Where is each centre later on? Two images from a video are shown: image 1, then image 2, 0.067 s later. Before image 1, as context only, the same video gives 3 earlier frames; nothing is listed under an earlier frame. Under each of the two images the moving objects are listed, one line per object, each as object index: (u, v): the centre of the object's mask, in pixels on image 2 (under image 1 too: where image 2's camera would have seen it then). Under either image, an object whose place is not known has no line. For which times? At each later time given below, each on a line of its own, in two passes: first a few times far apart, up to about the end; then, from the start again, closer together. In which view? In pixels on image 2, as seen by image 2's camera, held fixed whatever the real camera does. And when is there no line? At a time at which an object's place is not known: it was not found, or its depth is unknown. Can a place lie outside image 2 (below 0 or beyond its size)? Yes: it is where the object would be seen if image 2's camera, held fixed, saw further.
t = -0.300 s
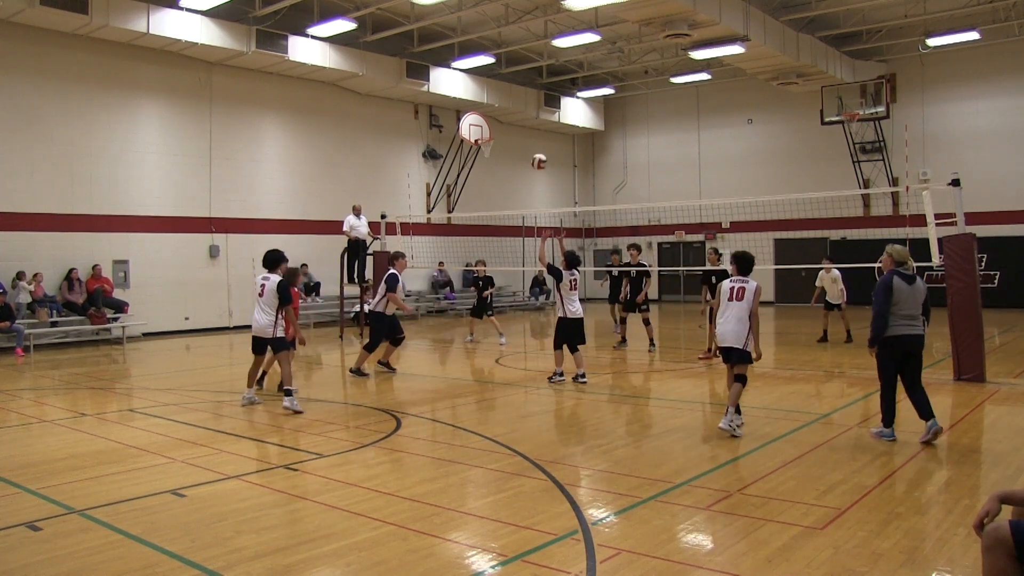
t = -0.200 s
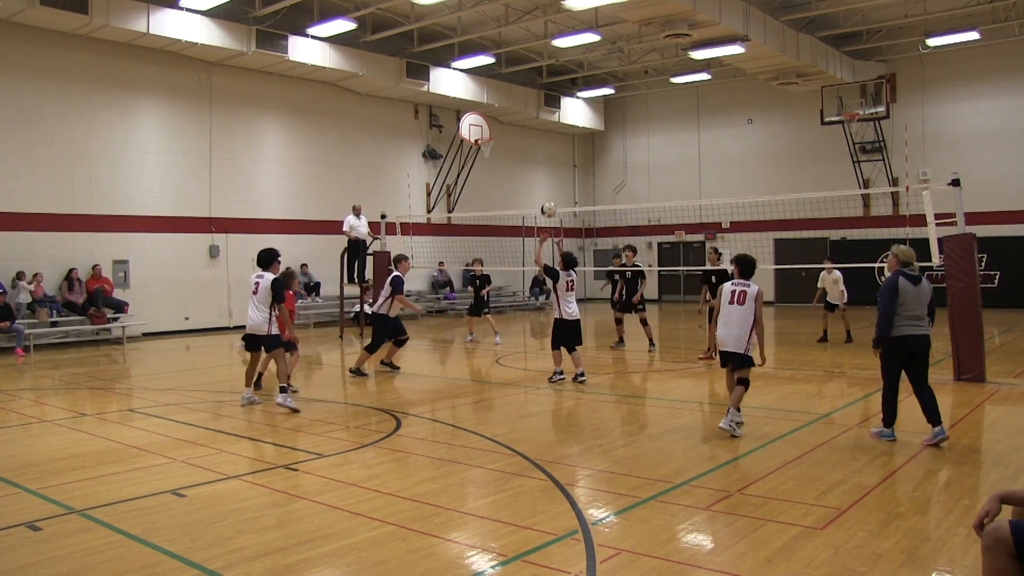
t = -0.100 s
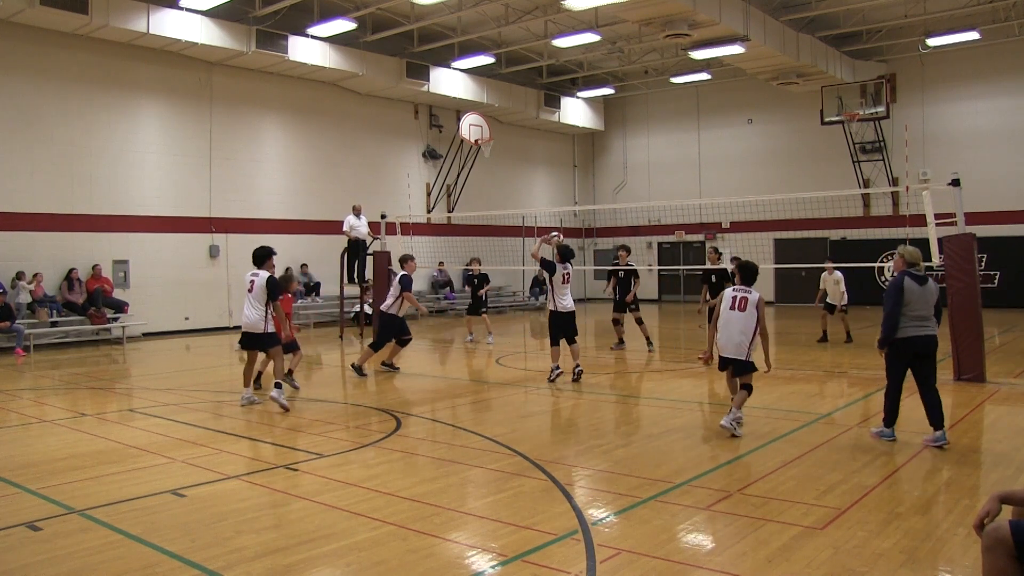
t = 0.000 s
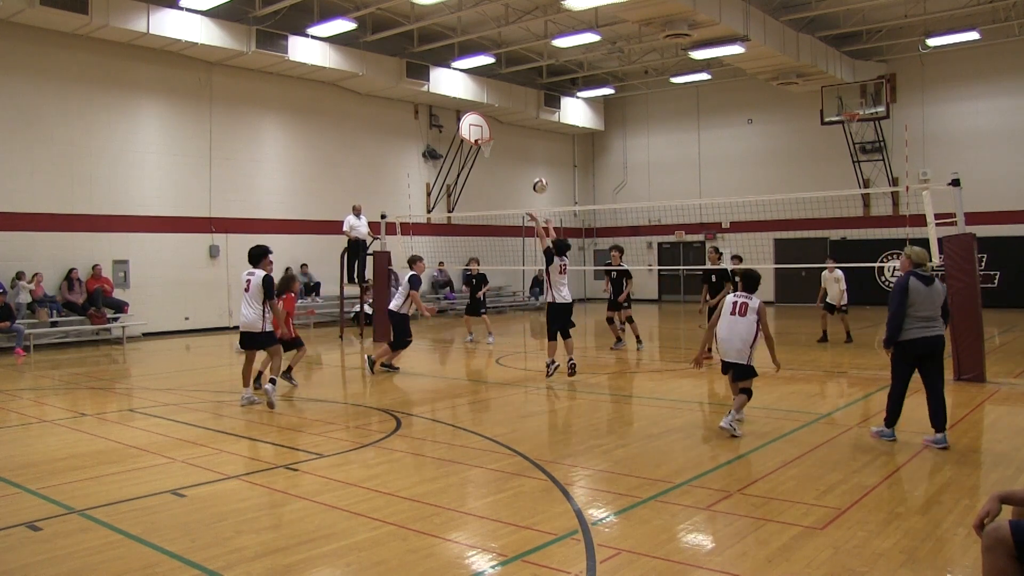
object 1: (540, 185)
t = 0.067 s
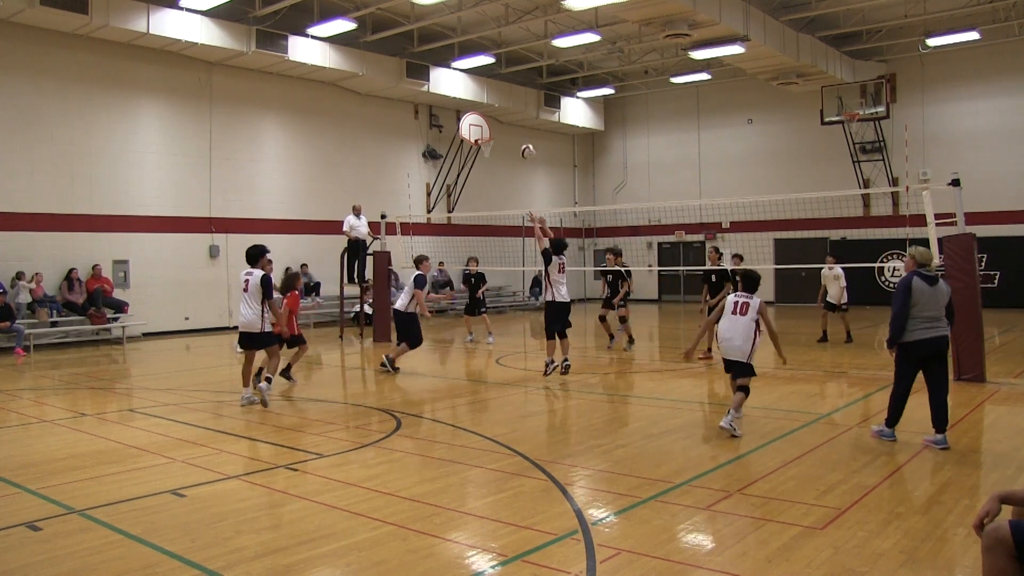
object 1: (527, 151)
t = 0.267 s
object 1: (496, 78)
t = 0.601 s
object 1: (453, 31)
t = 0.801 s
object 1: (432, 38)
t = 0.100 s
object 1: (522, 136)
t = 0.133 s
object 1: (516, 123)
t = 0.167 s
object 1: (511, 109)
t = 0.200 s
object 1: (506, 98)
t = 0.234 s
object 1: (501, 87)
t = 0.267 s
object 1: (496, 78)
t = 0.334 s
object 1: (487, 61)
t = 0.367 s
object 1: (482, 54)
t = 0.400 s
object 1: (477, 49)
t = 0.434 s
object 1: (473, 44)
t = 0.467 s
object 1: (468, 40)
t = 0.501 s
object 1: (465, 36)
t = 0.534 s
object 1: (461, 34)
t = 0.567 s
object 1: (457, 32)
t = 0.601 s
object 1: (453, 31)
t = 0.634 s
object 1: (449, 30)
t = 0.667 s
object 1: (446, 30)
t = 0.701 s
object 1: (442, 31)
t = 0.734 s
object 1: (439, 33)
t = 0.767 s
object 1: (435, 35)
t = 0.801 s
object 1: (432, 38)
